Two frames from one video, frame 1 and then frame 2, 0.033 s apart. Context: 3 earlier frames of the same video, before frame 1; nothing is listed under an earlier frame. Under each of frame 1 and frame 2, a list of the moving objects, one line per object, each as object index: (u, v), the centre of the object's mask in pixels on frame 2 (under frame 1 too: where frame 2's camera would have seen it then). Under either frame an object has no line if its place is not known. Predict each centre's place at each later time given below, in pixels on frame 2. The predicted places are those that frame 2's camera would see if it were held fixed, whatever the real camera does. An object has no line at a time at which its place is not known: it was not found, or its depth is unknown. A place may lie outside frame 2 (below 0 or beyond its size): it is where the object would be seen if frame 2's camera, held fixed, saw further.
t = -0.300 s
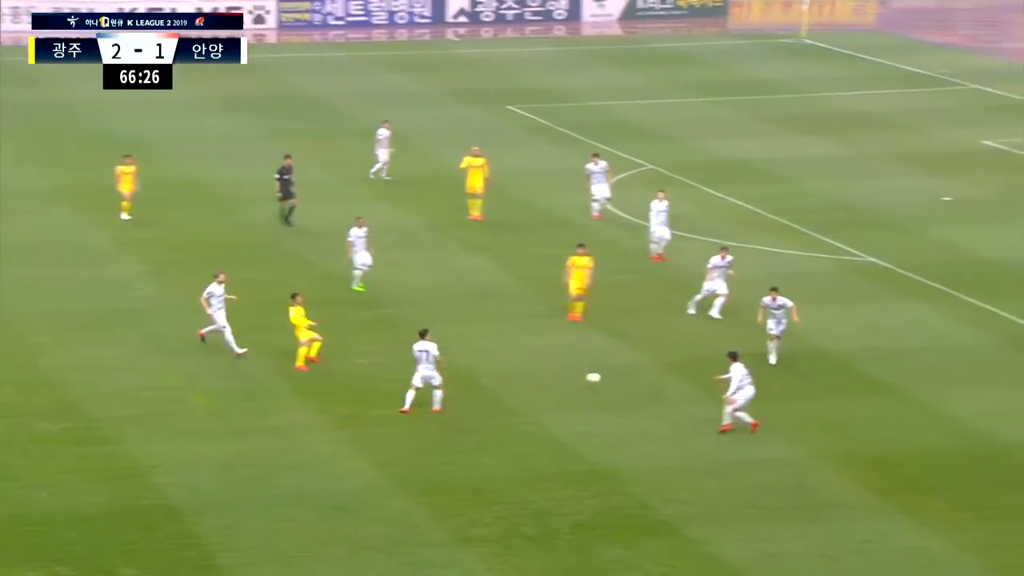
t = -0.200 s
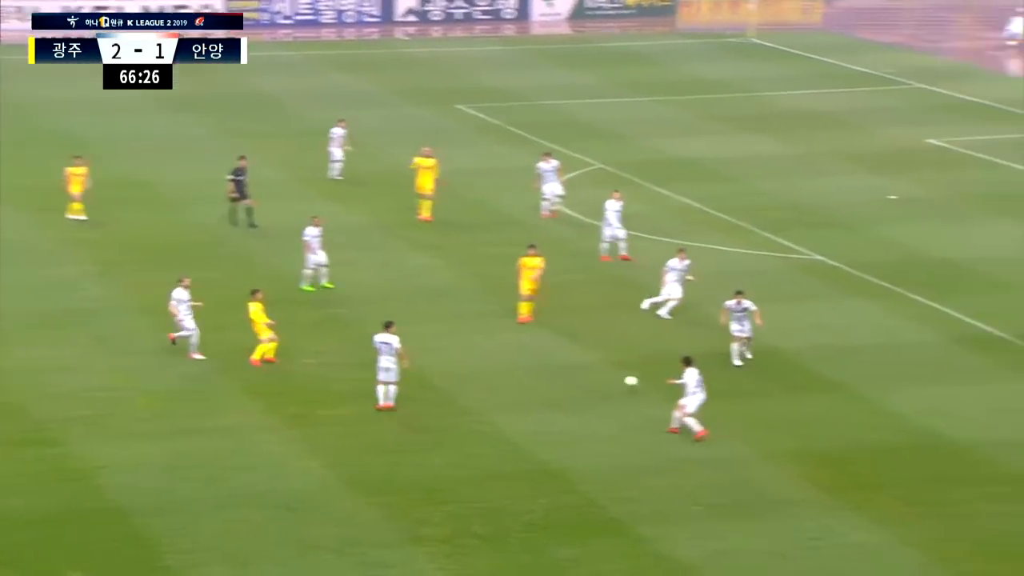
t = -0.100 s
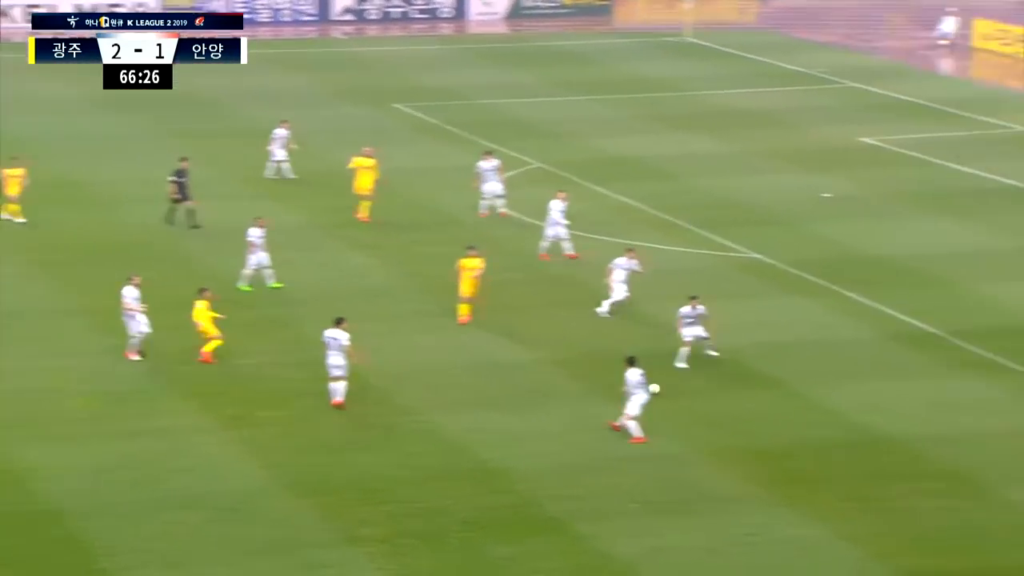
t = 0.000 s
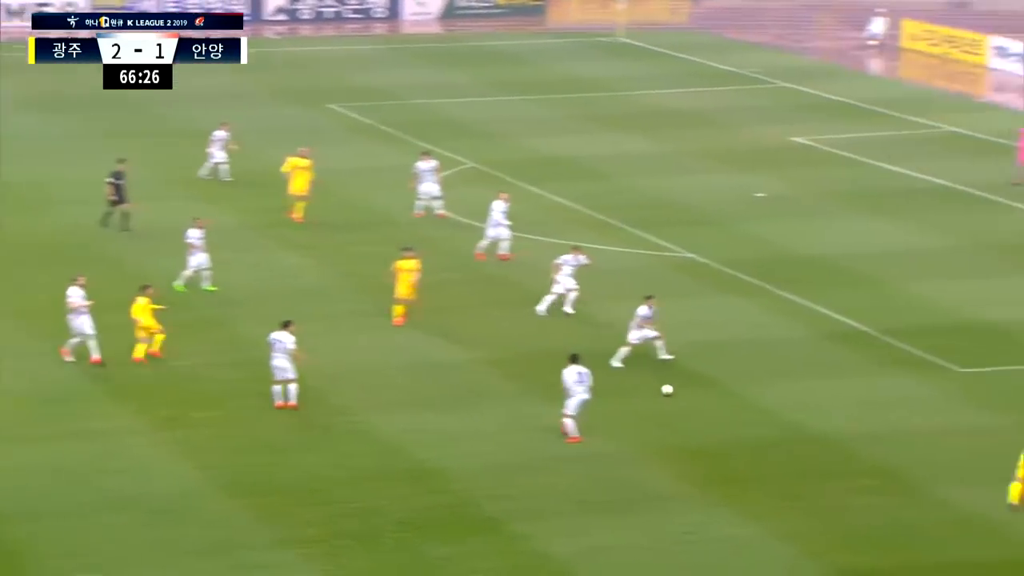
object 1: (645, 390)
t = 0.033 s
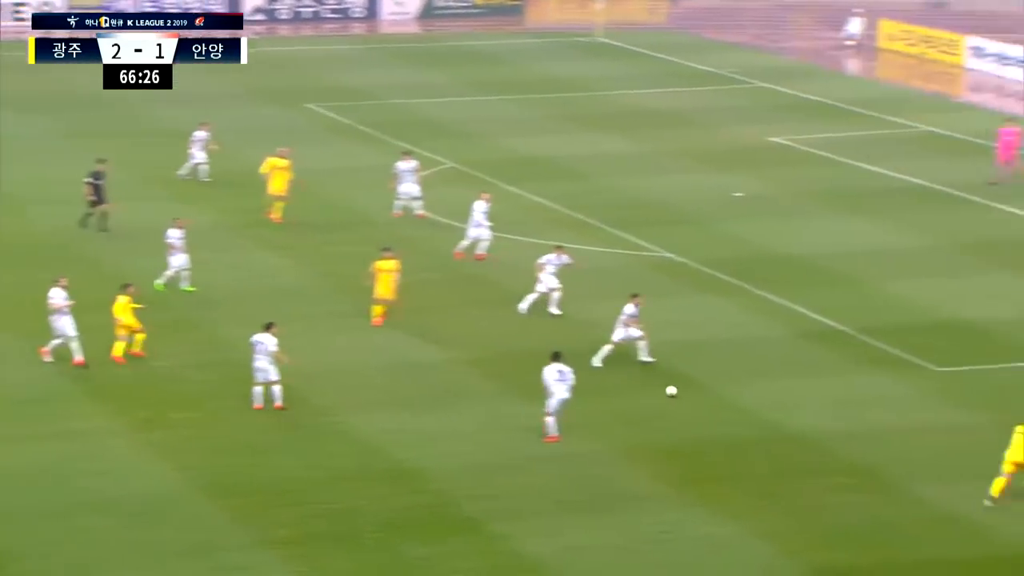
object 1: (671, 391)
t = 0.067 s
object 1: (695, 392)
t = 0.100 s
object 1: (719, 393)
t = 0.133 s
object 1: (743, 393)
